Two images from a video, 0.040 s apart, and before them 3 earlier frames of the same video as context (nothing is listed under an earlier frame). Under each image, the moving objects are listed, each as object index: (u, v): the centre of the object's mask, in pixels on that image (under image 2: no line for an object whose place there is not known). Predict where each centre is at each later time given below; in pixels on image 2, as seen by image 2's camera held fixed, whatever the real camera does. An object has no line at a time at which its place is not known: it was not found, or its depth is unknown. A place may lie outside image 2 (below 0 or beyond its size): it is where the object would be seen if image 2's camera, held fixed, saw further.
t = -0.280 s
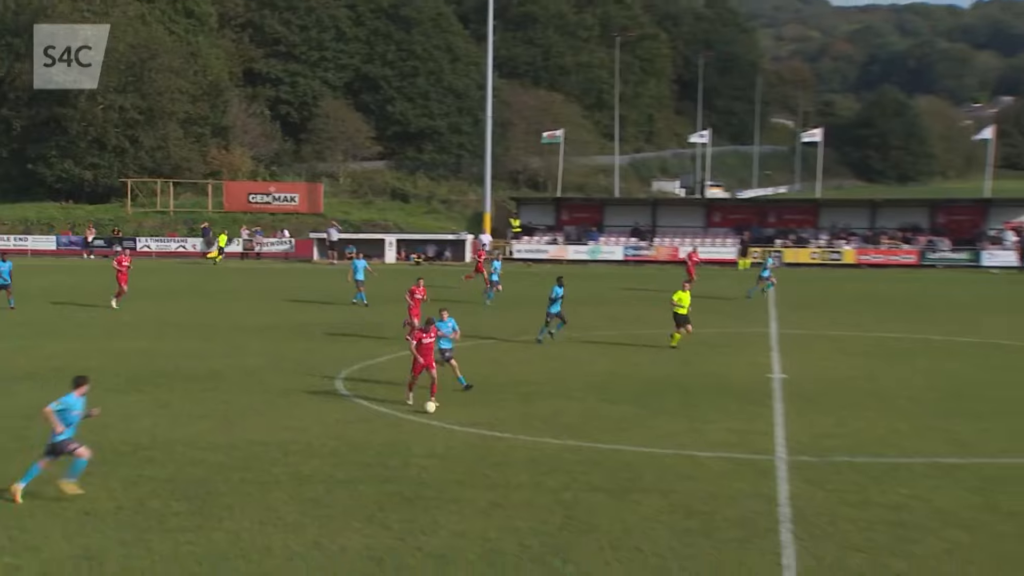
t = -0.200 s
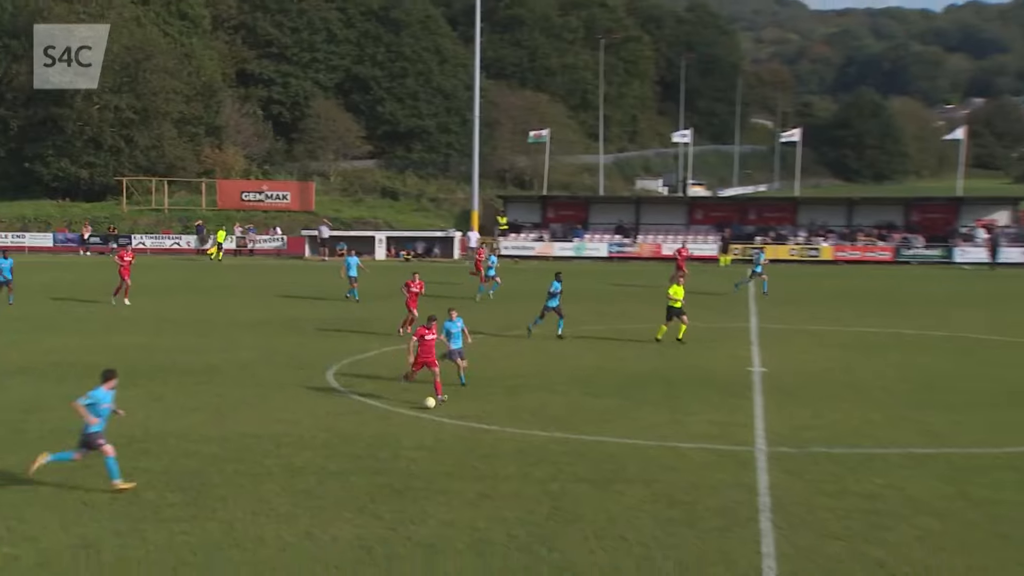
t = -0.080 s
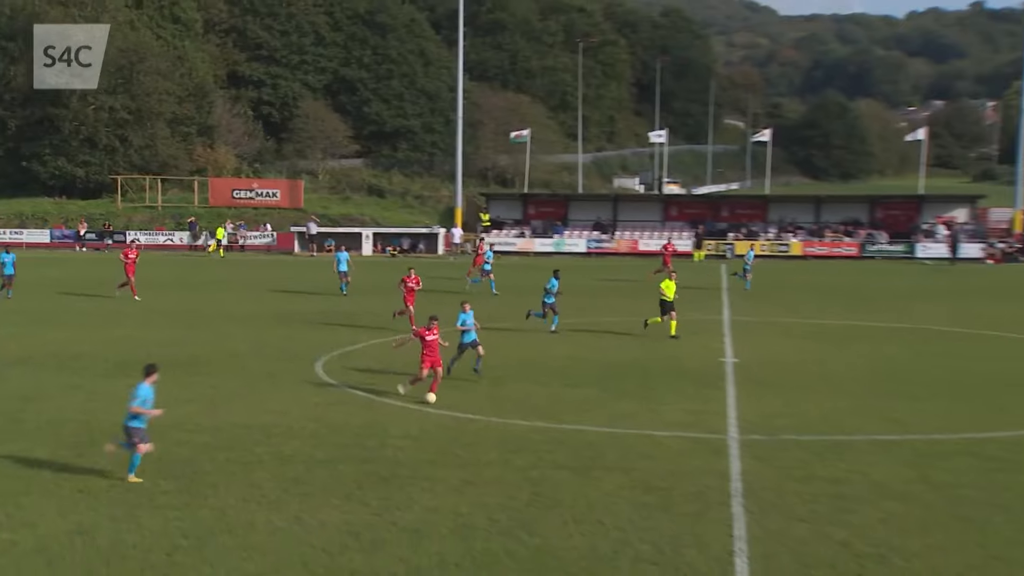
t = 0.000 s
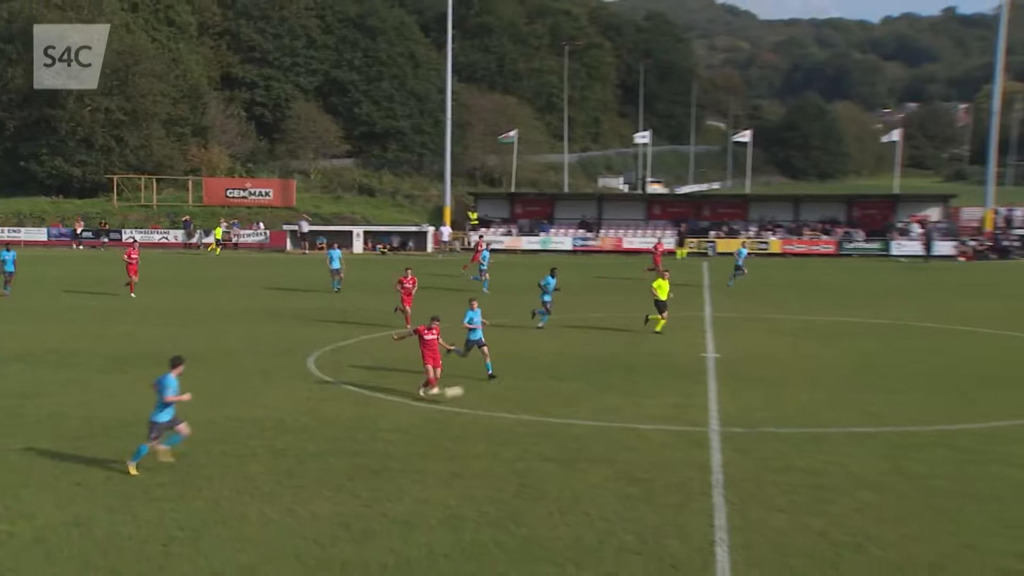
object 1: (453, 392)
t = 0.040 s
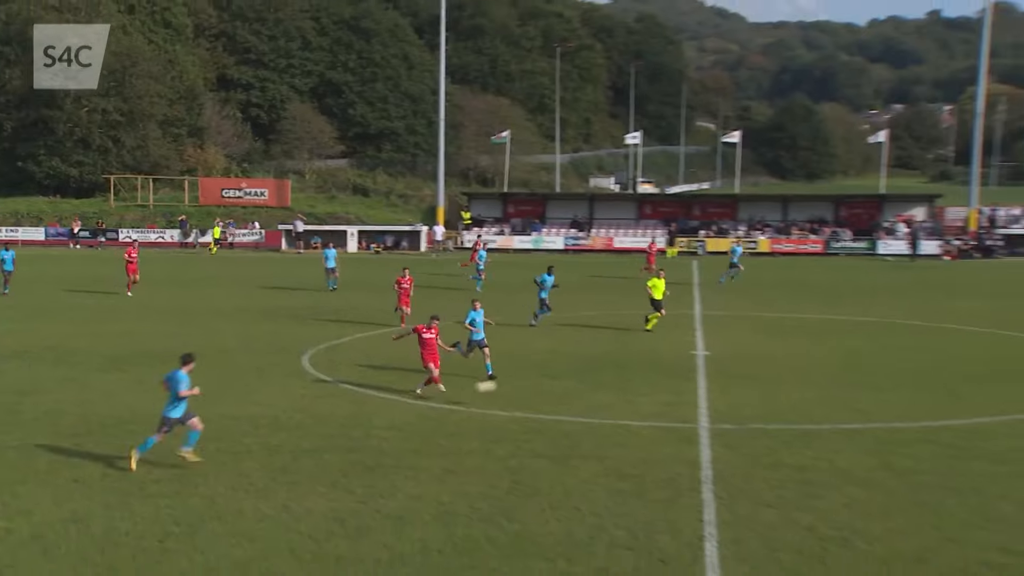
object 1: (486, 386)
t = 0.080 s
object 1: (525, 384)
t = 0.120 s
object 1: (566, 384)
